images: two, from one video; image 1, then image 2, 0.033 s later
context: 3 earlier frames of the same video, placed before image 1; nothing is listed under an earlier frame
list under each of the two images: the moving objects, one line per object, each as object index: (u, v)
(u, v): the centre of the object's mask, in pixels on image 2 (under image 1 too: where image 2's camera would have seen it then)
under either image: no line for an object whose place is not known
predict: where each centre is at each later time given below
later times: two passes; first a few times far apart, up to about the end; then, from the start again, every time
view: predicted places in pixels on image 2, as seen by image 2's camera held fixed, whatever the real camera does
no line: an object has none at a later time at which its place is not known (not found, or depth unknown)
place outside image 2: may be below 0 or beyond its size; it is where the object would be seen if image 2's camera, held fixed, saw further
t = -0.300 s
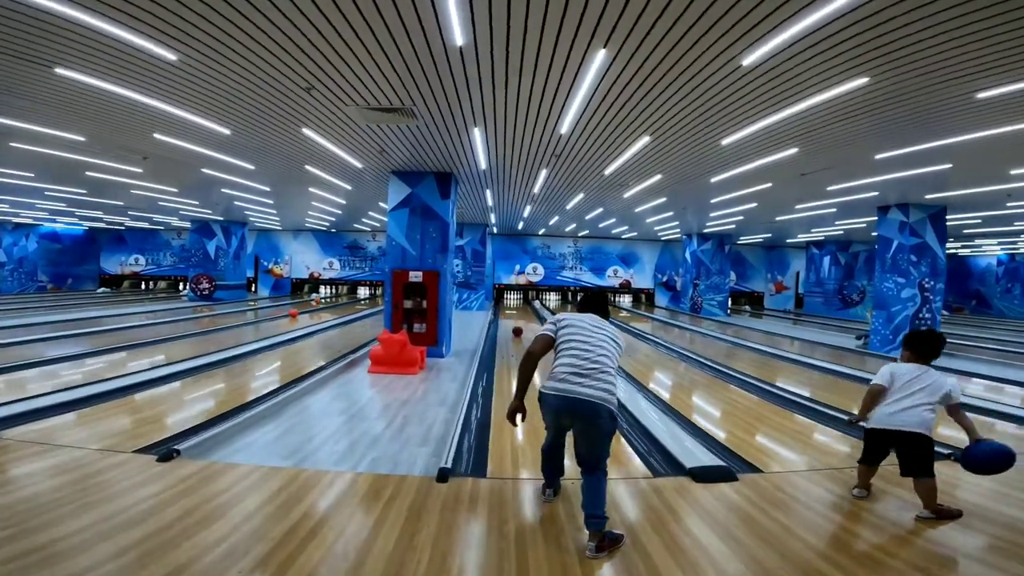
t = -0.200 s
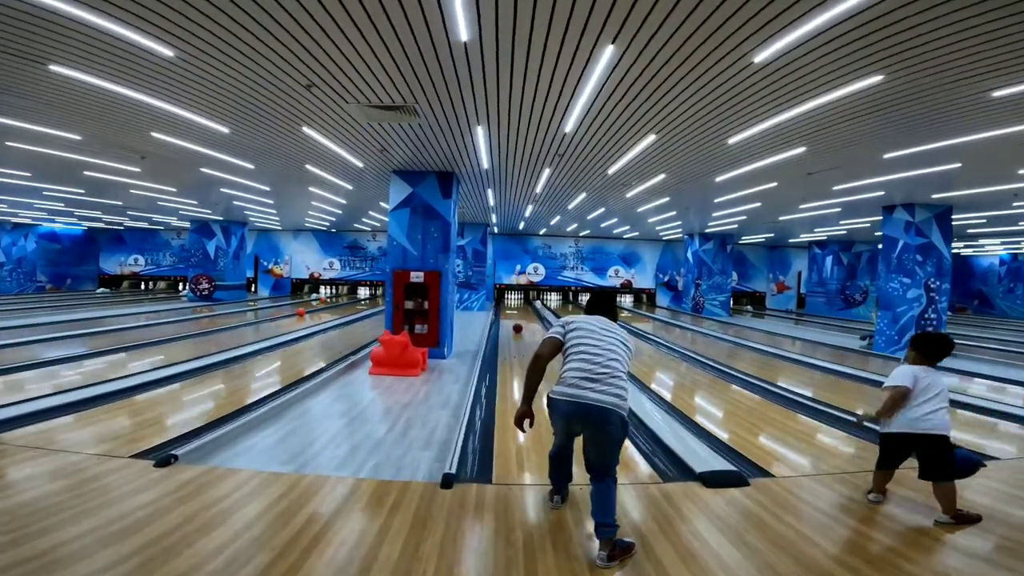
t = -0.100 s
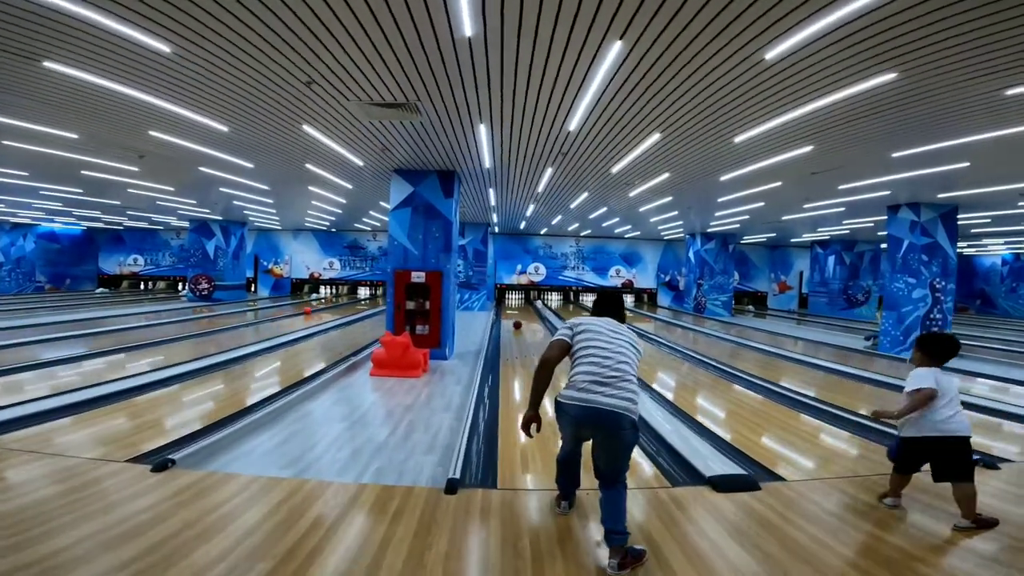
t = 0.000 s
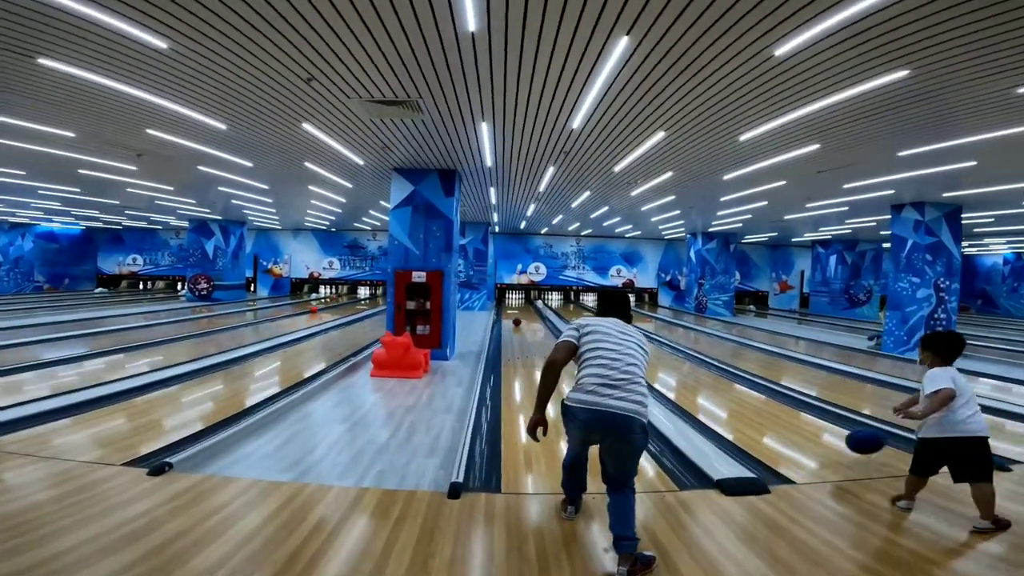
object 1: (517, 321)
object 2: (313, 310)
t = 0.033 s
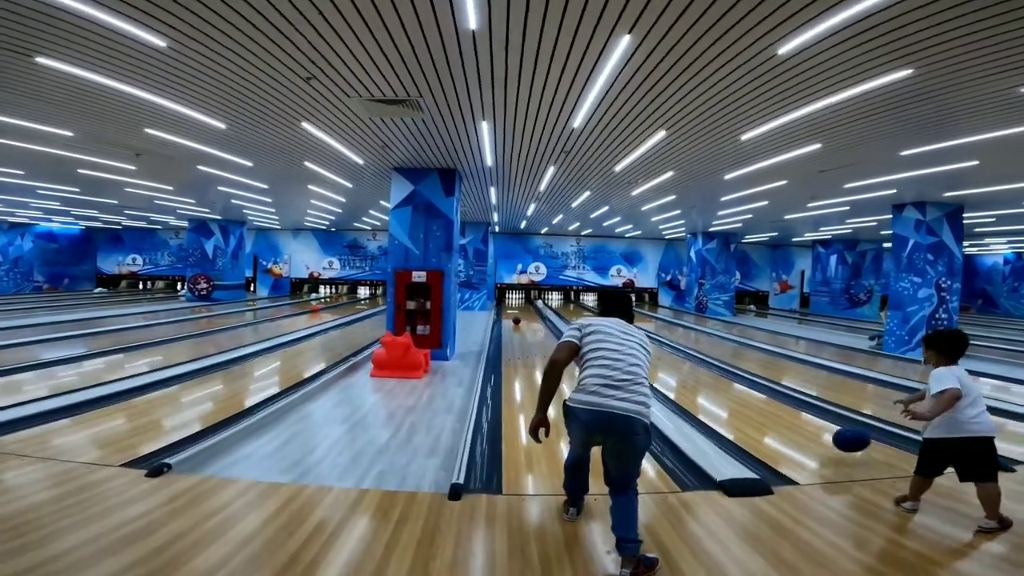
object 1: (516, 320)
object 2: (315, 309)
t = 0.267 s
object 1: (514, 315)
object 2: (324, 306)
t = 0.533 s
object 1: (511, 309)
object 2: (337, 304)
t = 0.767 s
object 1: (510, 306)
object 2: (346, 302)
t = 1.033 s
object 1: (509, 302)
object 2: (356, 300)
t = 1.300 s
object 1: (507, 299)
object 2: (364, 298)
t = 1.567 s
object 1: (507, 298)
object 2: (369, 297)
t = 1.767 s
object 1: (506, 297)
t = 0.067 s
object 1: (516, 319)
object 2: (317, 308)
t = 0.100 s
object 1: (516, 318)
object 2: (319, 308)
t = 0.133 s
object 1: (515, 317)
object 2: (319, 307)
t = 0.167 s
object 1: (515, 317)
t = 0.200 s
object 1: (515, 316)
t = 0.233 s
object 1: (514, 316)
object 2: (324, 306)
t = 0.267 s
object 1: (514, 315)
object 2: (324, 306)
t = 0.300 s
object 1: (514, 314)
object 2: (324, 306)
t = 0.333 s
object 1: (514, 313)
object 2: (325, 306)
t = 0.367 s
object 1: (513, 313)
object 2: (326, 306)
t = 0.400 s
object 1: (513, 312)
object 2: (329, 306)
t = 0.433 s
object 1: (512, 312)
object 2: (332, 305)
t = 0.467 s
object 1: (512, 311)
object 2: (332, 305)
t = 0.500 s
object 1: (512, 310)
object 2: (337, 304)
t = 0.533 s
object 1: (511, 309)
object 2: (337, 304)
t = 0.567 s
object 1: (511, 309)
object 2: (338, 304)
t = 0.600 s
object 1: (511, 308)
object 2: (339, 304)
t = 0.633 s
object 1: (511, 308)
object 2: (342, 304)
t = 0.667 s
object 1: (511, 307)
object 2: (342, 303)
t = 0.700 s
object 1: (511, 307)
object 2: (344, 302)
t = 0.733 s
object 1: (510, 307)
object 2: (344, 303)
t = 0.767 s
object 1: (510, 306)
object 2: (346, 302)
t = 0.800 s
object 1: (510, 306)
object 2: (347, 302)
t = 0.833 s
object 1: (510, 305)
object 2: (348, 302)
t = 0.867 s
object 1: (509, 304)
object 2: (351, 301)
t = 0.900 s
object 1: (509, 304)
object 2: (352, 301)
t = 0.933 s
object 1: (509, 303)
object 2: (353, 300)
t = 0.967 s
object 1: (509, 303)
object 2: (353, 300)
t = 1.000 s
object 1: (509, 303)
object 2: (355, 300)
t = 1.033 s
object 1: (509, 302)
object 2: (356, 300)
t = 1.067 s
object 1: (508, 302)
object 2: (357, 300)
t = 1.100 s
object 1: (508, 301)
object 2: (357, 300)
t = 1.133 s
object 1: (508, 301)
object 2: (357, 300)
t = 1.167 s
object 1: (508, 301)
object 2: (358, 299)
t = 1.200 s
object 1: (508, 300)
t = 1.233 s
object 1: (508, 300)
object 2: (362, 298)
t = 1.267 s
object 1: (507, 300)
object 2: (361, 298)
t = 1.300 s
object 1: (507, 299)
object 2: (364, 298)
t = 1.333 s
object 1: (507, 299)
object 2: (367, 298)
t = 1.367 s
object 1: (507, 299)
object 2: (367, 298)
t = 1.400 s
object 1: (506, 299)
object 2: (367, 298)
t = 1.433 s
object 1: (507, 298)
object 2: (367, 297)
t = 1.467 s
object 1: (507, 298)
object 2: (368, 298)
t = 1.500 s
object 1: (507, 298)
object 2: (369, 298)
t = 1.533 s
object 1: (507, 298)
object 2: (369, 297)
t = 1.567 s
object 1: (507, 298)
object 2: (369, 297)
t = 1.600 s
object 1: (507, 298)
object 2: (371, 297)
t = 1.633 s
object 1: (507, 298)
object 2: (372, 297)
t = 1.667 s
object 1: (507, 297)
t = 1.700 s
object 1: (507, 296)
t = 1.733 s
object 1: (507, 297)
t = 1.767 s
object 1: (506, 297)
